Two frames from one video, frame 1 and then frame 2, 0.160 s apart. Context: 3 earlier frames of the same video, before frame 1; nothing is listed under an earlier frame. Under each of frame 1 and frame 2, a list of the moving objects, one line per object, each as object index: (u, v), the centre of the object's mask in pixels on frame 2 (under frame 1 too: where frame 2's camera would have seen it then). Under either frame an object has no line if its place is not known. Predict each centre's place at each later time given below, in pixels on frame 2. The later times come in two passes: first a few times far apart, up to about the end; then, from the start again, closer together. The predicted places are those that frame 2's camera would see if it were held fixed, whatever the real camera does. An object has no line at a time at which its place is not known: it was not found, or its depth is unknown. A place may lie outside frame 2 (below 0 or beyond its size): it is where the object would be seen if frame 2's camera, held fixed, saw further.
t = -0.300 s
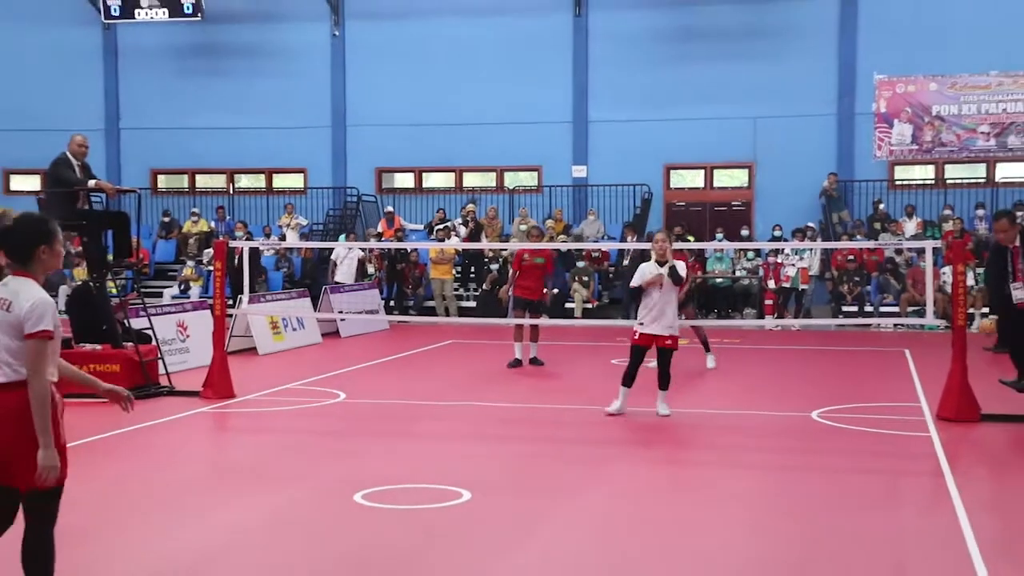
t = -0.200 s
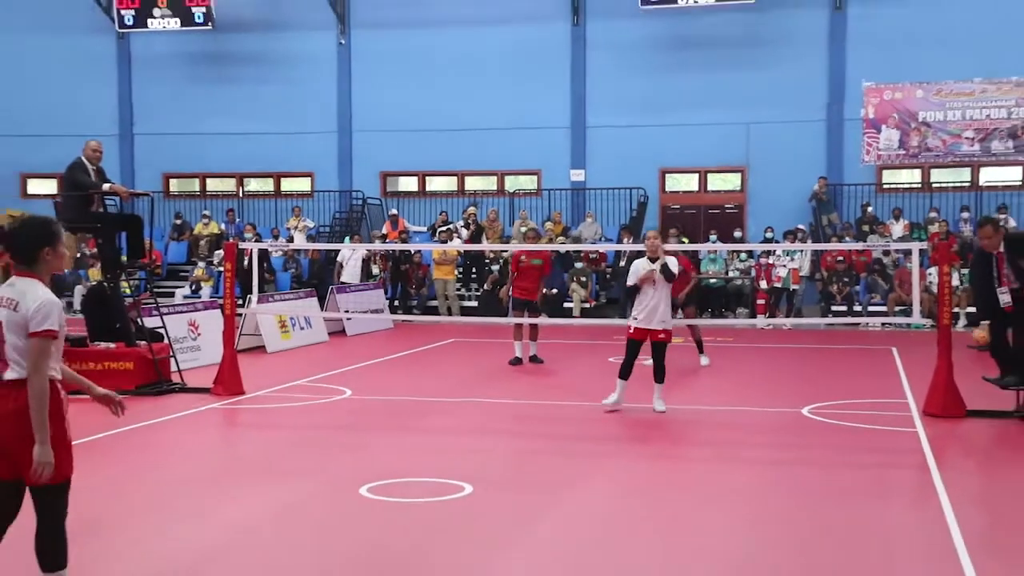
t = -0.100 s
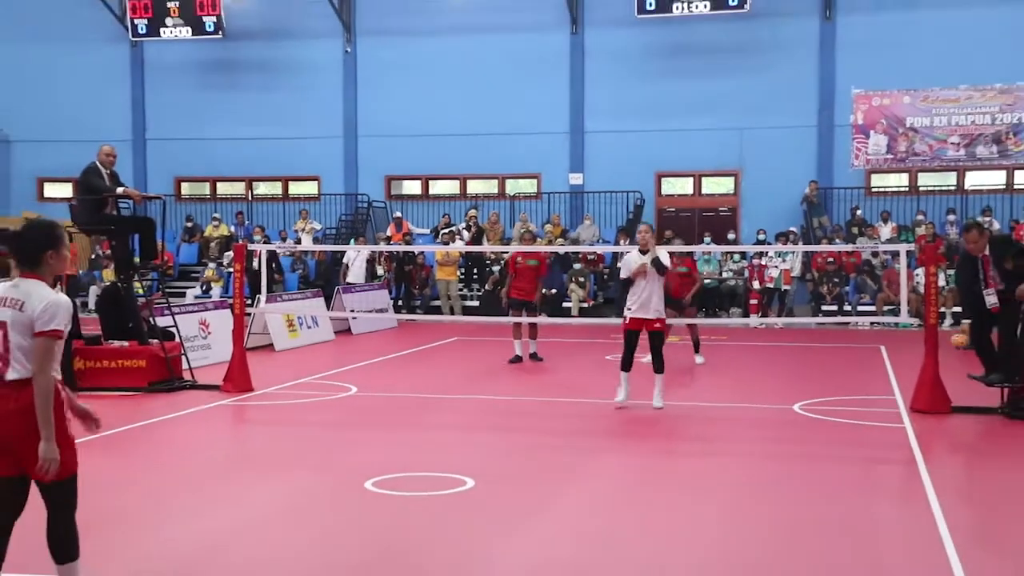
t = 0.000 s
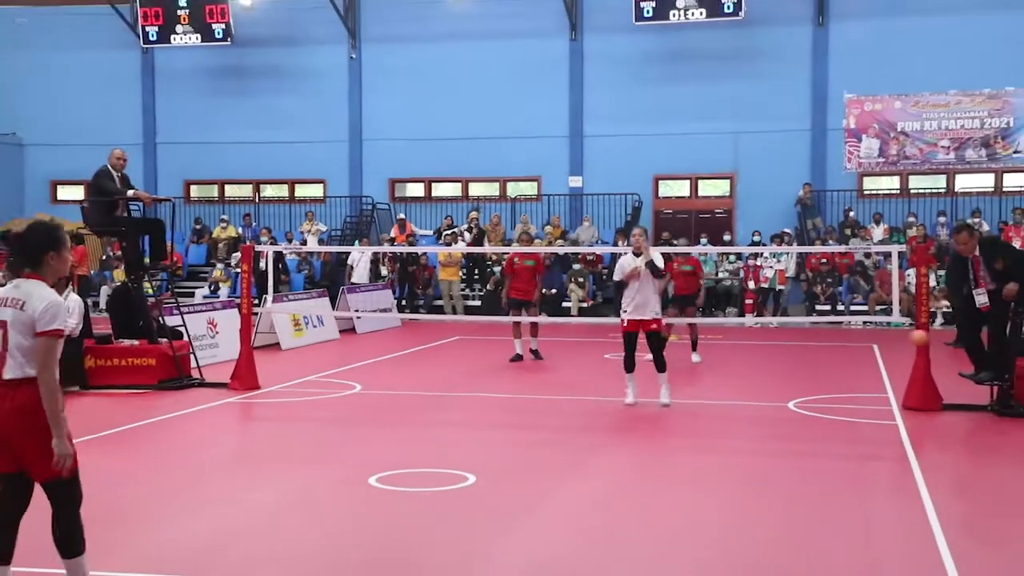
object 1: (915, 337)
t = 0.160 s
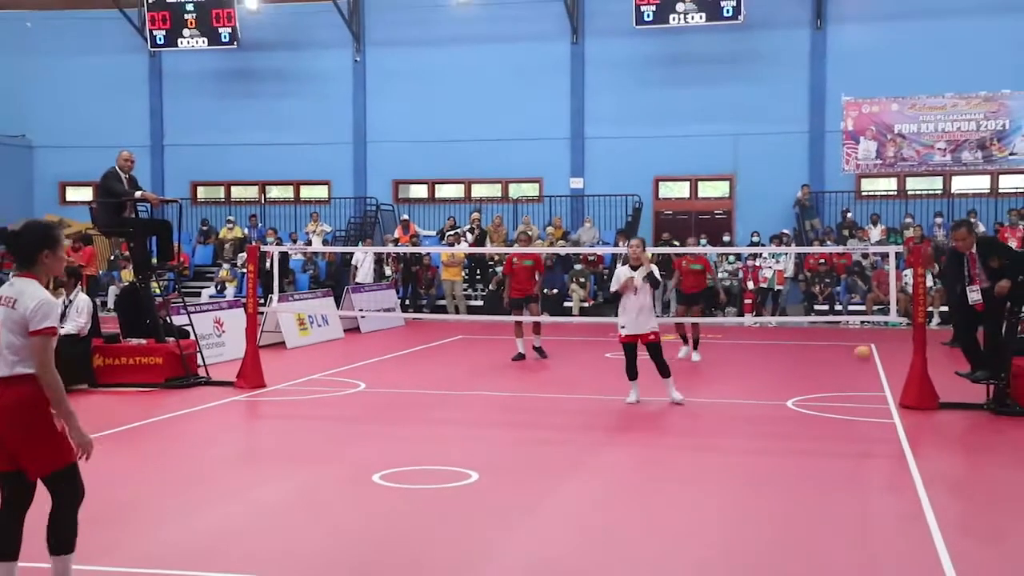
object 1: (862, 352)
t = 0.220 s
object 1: (841, 368)
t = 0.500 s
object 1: (753, 406)
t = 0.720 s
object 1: (695, 400)
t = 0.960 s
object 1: (626, 452)
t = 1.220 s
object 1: (549, 450)
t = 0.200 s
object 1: (848, 362)
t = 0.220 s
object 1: (841, 368)
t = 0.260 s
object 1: (827, 381)
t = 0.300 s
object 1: (810, 397)
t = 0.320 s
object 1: (805, 405)
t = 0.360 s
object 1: (791, 424)
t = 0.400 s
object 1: (778, 429)
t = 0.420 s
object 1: (773, 423)
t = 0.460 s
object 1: (764, 414)
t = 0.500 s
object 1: (753, 406)
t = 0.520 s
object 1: (748, 402)
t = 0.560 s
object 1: (738, 398)
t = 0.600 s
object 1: (727, 395)
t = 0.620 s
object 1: (723, 395)
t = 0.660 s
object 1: (711, 395)
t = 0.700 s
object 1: (701, 398)
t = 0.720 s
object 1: (695, 400)
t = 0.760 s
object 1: (684, 406)
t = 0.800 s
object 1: (673, 415)
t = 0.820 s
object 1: (668, 420)
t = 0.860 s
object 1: (655, 433)
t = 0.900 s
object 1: (644, 448)
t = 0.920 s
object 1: (638, 458)
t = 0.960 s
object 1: (626, 452)
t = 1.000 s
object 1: (615, 445)
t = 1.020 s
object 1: (608, 442)
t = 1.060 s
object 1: (596, 438)
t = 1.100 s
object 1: (585, 435)
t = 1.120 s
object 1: (579, 437)
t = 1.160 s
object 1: (568, 442)
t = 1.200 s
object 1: (556, 447)
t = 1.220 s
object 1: (549, 450)
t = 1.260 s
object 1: (536, 460)
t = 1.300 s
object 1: (523, 473)
